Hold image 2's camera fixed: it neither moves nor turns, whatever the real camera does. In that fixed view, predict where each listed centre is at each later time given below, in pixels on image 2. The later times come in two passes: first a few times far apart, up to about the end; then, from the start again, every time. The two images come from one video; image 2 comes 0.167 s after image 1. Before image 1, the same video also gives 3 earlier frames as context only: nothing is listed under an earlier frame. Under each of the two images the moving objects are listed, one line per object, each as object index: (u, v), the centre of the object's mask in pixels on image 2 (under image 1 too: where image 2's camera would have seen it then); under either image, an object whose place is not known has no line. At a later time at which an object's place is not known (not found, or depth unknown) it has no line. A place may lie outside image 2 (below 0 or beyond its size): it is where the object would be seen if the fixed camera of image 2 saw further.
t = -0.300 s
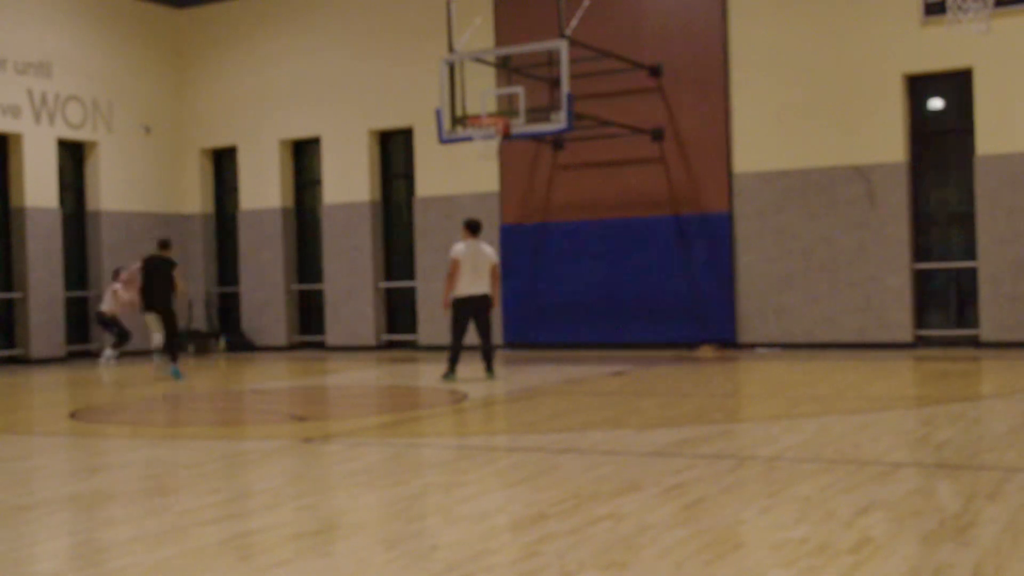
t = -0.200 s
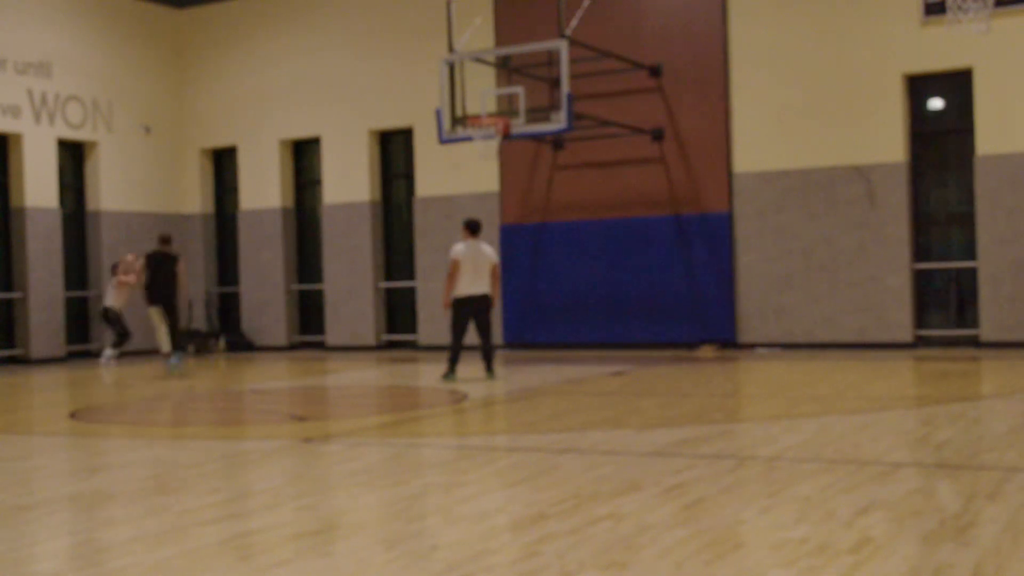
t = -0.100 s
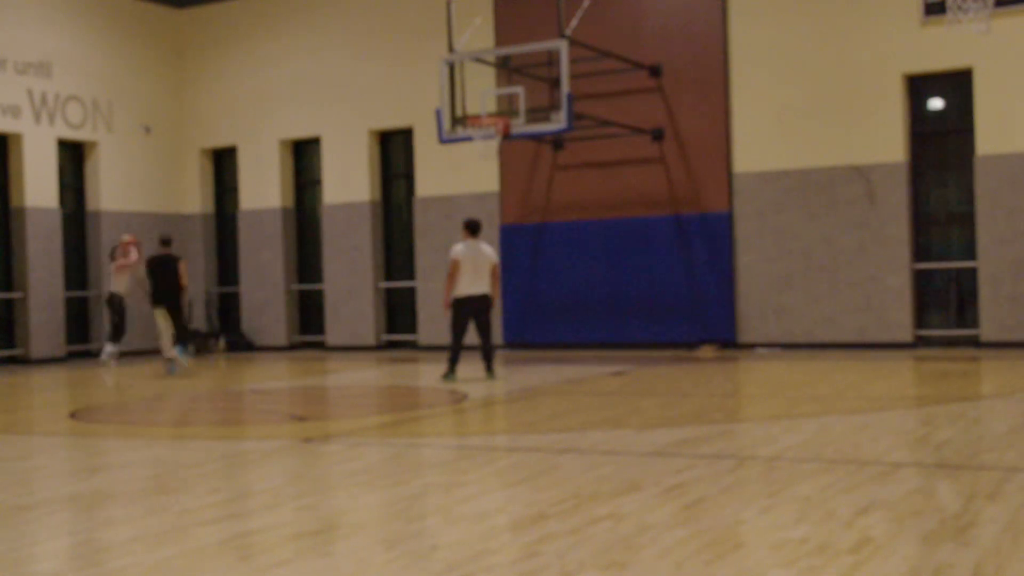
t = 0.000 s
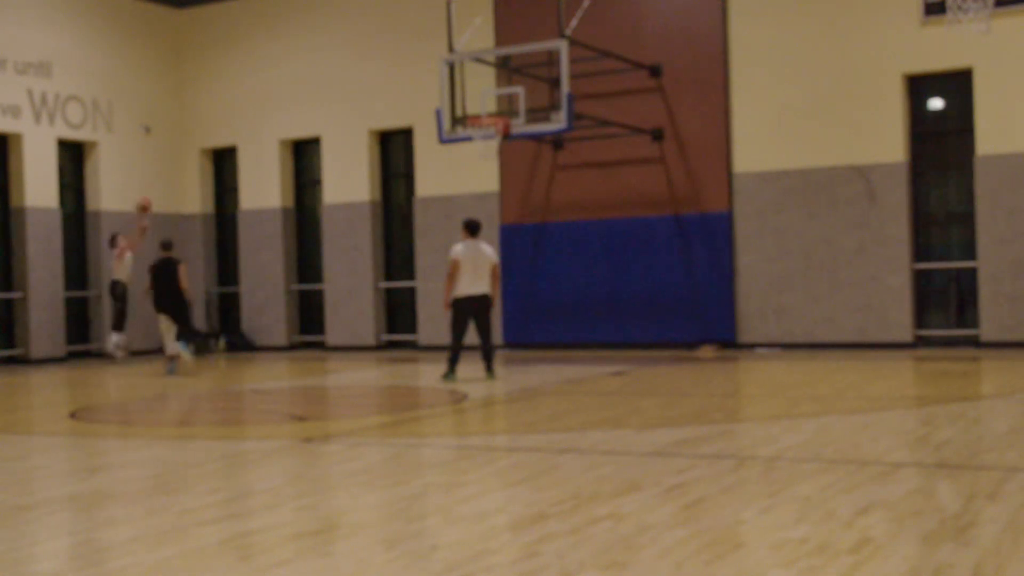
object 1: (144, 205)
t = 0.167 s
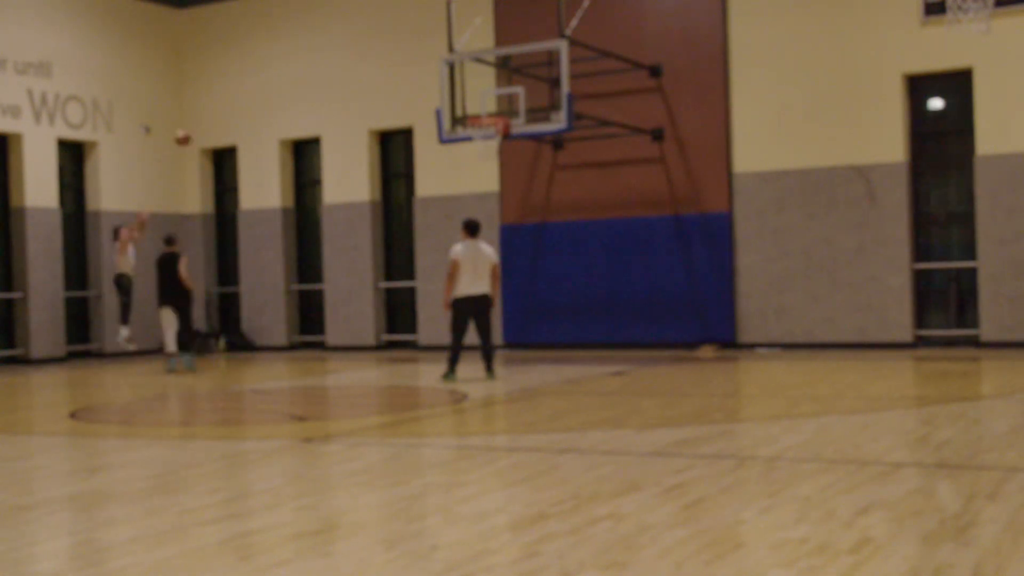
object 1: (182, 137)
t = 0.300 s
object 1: (215, 94)
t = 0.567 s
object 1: (286, 41)
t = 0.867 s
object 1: (374, 36)
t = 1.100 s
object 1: (451, 76)
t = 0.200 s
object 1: (190, 126)
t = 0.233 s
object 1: (199, 115)
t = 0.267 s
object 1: (207, 104)
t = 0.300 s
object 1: (215, 94)
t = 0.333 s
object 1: (224, 85)
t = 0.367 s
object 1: (233, 77)
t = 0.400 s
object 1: (242, 69)
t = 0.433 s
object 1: (250, 62)
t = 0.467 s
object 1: (259, 56)
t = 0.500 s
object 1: (269, 51)
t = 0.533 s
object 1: (277, 45)
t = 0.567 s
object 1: (286, 41)
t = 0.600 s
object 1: (295, 37)
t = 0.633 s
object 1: (305, 34)
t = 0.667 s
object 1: (315, 32)
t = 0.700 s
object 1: (324, 31)
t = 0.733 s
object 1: (334, 31)
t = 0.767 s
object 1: (344, 31)
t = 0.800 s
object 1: (351, 32)
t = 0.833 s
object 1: (363, 34)
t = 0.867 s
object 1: (374, 36)
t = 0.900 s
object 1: (385, 38)
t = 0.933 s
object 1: (396, 43)
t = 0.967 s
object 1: (407, 47)
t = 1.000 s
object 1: (418, 54)
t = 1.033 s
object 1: (429, 61)
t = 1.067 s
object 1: (441, 68)
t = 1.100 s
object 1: (451, 76)
